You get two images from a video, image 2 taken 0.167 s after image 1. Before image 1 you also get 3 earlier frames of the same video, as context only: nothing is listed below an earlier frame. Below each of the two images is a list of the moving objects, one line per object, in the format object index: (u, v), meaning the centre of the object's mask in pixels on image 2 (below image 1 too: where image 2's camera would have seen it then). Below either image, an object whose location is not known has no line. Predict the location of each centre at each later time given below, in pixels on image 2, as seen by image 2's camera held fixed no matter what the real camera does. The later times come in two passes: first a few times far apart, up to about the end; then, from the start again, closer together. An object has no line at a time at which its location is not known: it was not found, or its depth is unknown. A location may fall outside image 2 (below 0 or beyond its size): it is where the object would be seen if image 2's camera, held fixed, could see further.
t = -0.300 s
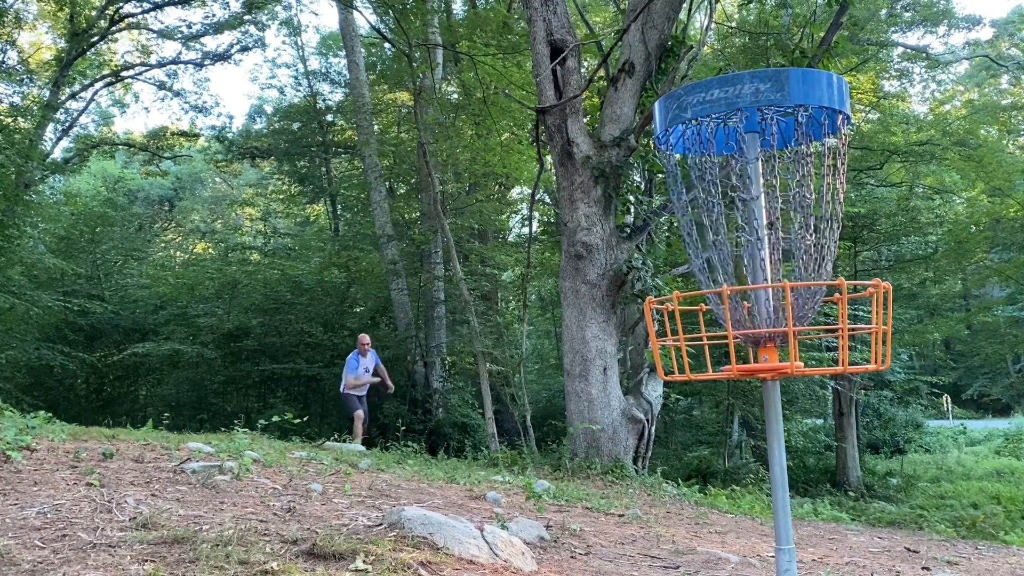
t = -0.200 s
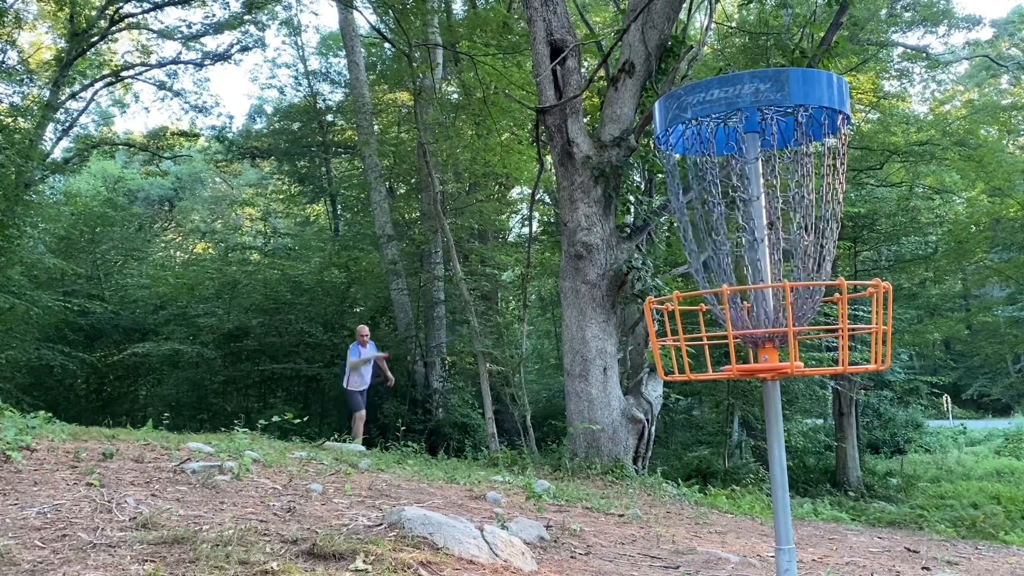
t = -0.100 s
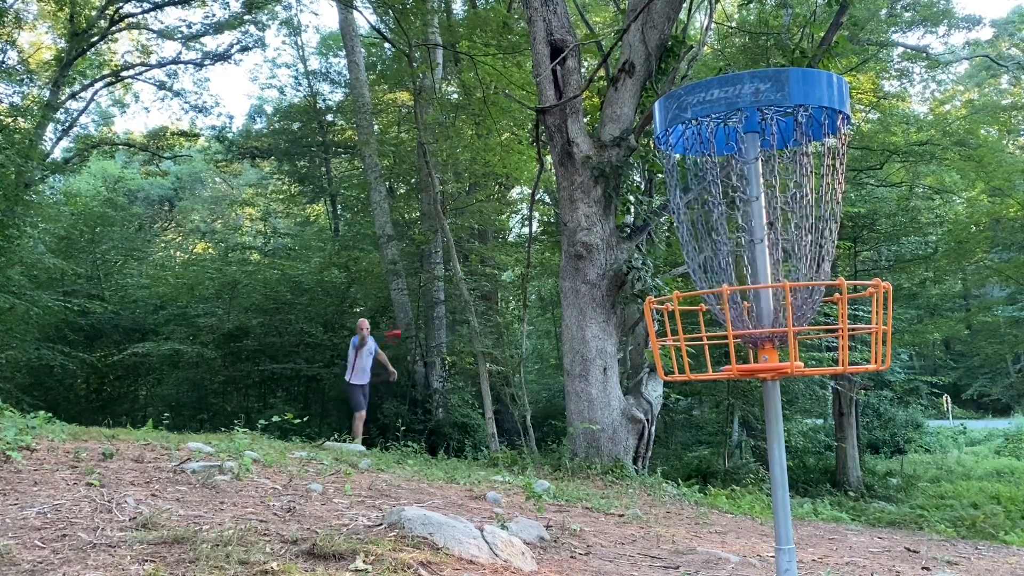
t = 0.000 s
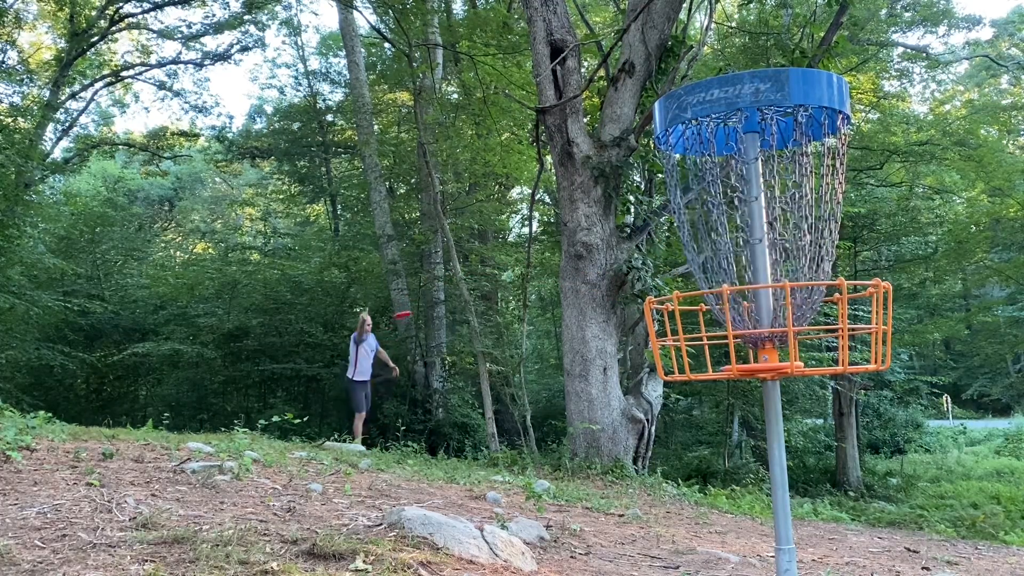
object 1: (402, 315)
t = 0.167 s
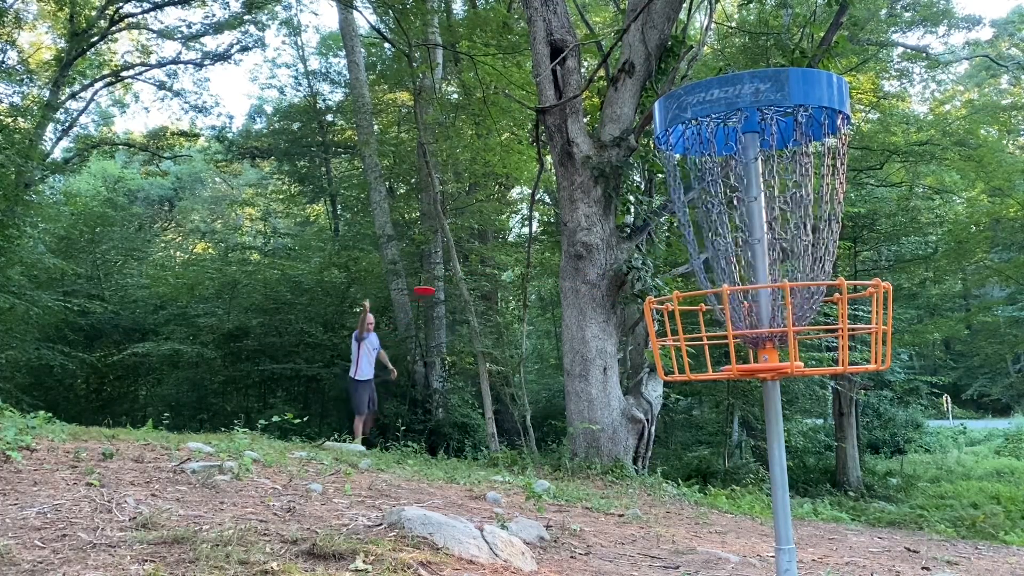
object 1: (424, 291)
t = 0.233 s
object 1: (435, 283)
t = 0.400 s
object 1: (467, 271)
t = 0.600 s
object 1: (533, 268)
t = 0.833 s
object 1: (686, 288)
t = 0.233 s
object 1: (435, 283)
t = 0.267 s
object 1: (440, 280)
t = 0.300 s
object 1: (447, 277)
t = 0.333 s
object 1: (453, 275)
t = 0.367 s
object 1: (460, 273)
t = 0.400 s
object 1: (467, 271)
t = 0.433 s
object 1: (477, 270)
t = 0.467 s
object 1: (485, 268)
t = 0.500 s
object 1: (495, 268)
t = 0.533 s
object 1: (506, 268)
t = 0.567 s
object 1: (518, 268)
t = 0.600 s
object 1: (533, 268)
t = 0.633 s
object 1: (547, 269)
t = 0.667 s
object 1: (565, 270)
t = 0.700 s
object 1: (585, 272)
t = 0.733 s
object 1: (608, 275)
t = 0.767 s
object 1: (633, 279)
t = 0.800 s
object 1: (662, 283)
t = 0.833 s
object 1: (686, 288)
